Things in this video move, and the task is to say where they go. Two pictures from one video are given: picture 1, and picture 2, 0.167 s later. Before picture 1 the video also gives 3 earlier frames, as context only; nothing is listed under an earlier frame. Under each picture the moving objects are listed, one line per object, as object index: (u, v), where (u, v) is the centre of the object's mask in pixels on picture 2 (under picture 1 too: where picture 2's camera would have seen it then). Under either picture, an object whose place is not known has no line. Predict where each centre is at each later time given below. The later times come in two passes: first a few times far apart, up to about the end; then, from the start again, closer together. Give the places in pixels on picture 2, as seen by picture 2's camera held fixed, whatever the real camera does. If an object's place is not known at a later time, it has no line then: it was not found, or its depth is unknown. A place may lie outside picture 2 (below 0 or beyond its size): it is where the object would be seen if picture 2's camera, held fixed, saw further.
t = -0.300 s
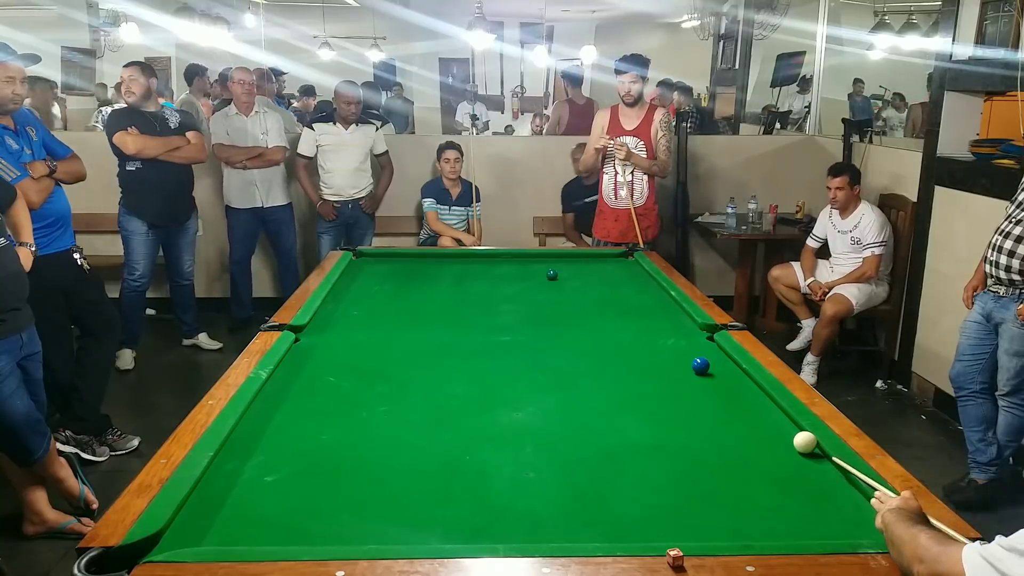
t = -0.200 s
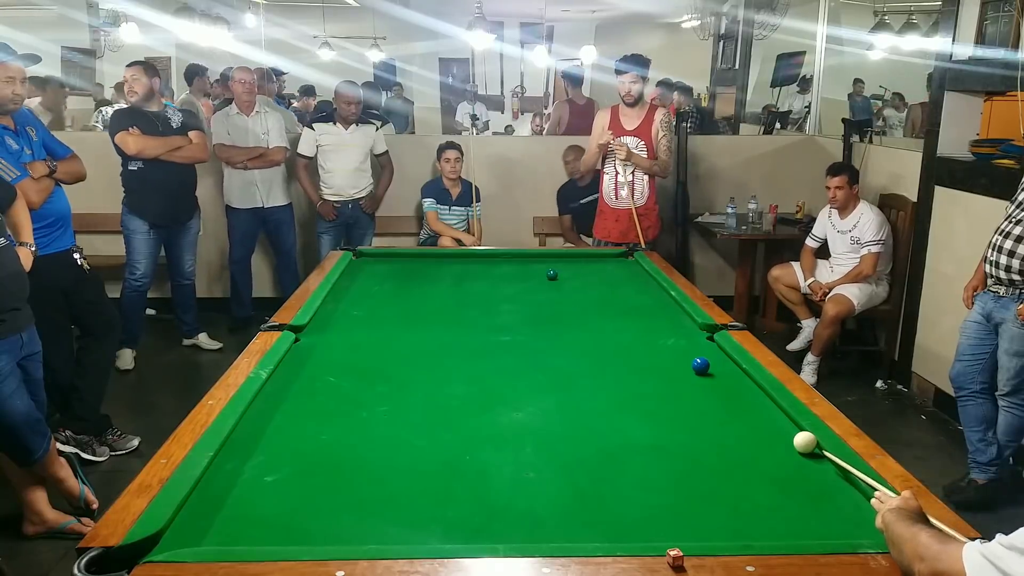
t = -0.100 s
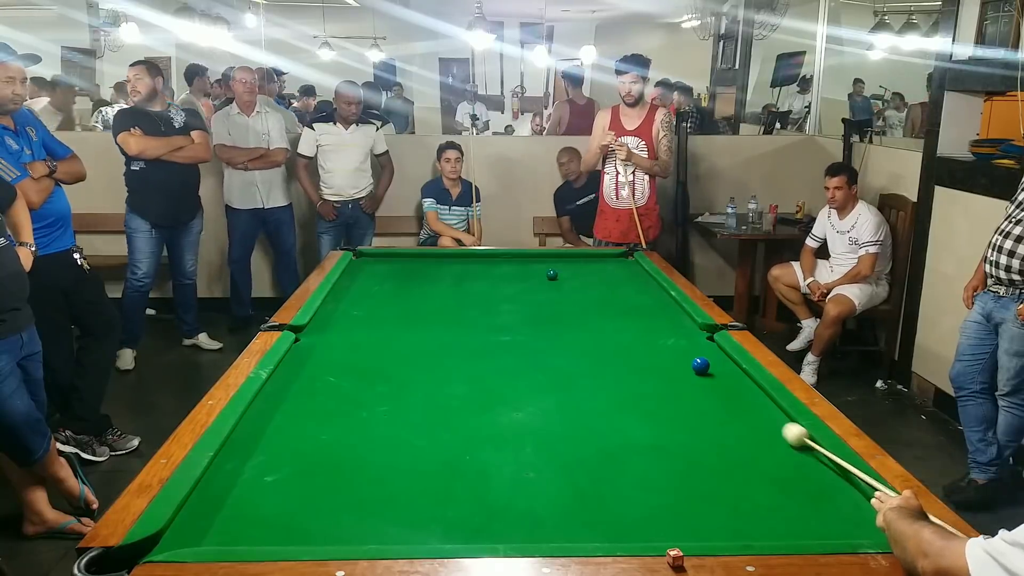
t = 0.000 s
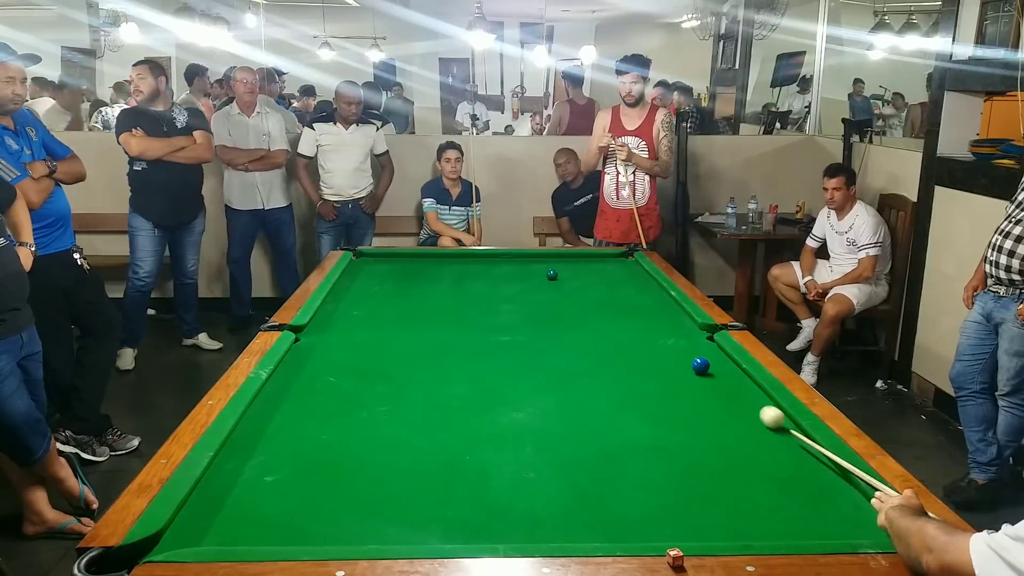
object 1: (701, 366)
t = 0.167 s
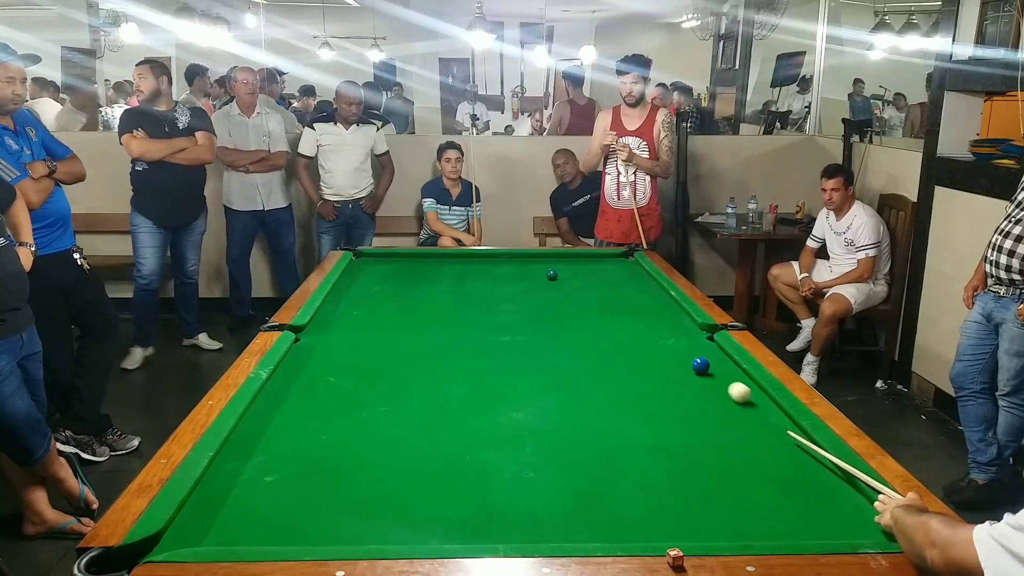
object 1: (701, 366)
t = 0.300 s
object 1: (700, 366)
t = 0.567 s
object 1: (672, 350)
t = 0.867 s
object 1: (644, 335)
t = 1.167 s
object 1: (621, 322)
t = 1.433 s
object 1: (604, 312)
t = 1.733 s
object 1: (587, 304)
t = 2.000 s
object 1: (574, 297)
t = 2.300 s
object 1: (561, 290)
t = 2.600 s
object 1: (550, 285)
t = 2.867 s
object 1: (542, 280)
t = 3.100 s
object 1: (536, 278)
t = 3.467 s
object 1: (528, 274)
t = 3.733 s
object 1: (523, 271)
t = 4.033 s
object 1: (519, 270)
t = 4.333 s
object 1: (516, 268)
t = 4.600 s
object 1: (515, 268)
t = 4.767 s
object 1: (514, 265)
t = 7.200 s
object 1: (514, 267)
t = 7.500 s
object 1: (514, 267)
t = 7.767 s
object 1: (514, 267)
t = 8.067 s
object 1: (514, 267)
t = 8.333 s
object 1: (514, 267)
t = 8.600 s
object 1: (514, 267)
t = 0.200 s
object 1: (701, 366)
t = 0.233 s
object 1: (701, 366)
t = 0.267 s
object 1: (700, 366)
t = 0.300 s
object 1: (700, 366)
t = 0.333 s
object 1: (698, 365)
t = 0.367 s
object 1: (696, 363)
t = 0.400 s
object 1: (691, 361)
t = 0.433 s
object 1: (687, 358)
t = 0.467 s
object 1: (683, 356)
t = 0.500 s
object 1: (679, 354)
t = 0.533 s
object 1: (676, 352)
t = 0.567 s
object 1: (672, 350)
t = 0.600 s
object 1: (669, 348)
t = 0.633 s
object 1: (666, 347)
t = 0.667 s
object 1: (662, 345)
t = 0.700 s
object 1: (659, 343)
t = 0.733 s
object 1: (656, 341)
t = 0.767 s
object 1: (653, 340)
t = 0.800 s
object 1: (650, 338)
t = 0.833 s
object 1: (647, 336)
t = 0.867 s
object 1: (644, 335)
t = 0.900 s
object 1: (642, 333)
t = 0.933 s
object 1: (639, 332)
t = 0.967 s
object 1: (636, 330)
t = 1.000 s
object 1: (634, 329)
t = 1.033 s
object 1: (631, 327)
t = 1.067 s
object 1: (628, 326)
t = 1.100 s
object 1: (626, 325)
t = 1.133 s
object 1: (624, 323)
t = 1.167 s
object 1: (621, 322)
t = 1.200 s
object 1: (619, 321)
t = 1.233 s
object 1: (617, 319)
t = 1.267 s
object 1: (614, 318)
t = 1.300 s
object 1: (612, 317)
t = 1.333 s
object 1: (610, 316)
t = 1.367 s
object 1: (608, 315)
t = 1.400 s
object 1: (606, 314)
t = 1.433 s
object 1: (604, 312)
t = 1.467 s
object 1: (602, 311)
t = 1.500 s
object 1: (600, 310)
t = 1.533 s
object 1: (598, 309)
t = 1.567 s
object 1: (596, 308)
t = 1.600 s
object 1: (594, 308)
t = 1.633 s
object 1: (592, 306)
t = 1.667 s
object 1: (590, 305)
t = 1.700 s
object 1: (588, 305)
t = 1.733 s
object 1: (587, 304)
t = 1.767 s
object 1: (585, 303)
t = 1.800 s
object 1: (583, 302)
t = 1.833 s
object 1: (582, 301)
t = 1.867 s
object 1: (580, 300)
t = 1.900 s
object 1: (578, 299)
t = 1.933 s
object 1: (577, 298)
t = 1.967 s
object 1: (575, 298)
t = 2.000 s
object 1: (574, 297)
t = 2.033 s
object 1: (572, 296)
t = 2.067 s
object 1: (571, 295)
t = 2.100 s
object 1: (569, 294)
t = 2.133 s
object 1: (568, 294)
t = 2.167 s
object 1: (567, 293)
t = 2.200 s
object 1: (565, 292)
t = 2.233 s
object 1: (564, 292)
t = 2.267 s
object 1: (563, 291)
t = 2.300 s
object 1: (561, 290)
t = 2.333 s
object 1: (560, 290)
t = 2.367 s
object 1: (559, 289)
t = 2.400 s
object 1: (557, 288)
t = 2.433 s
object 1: (556, 288)
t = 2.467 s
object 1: (555, 287)
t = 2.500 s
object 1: (554, 286)
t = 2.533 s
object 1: (553, 286)
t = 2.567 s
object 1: (552, 285)
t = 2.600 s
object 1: (550, 285)
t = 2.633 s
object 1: (549, 284)
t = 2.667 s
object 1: (548, 284)
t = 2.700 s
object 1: (547, 283)
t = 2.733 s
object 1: (546, 283)
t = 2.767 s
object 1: (543, 283)
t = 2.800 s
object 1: (542, 282)
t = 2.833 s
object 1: (543, 281)
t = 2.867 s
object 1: (542, 280)
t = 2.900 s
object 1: (541, 280)
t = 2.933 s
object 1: (540, 279)
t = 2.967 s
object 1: (539, 279)
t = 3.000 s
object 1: (538, 279)
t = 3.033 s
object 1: (537, 279)
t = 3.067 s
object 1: (536, 278)
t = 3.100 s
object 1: (536, 278)
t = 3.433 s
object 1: (528, 274)
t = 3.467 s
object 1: (528, 274)
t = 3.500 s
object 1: (527, 273)
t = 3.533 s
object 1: (526, 273)
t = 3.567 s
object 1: (526, 273)
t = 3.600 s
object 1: (525, 272)
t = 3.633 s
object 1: (525, 272)
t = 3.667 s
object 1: (524, 272)
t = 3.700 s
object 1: (524, 272)
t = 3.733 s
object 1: (523, 271)
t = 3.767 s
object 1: (523, 271)
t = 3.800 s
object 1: (522, 271)
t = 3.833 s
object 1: (522, 271)
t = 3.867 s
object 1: (521, 270)
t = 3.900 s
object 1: (521, 270)
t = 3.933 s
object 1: (520, 270)
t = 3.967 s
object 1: (520, 270)
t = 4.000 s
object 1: (519, 270)
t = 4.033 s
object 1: (519, 270)
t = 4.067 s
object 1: (518, 270)
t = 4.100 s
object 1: (518, 269)
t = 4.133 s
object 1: (518, 269)
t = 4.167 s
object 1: (517, 269)
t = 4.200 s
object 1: (517, 269)
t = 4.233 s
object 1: (517, 269)
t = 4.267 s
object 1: (517, 269)
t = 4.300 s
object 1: (516, 269)
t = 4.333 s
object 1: (516, 268)
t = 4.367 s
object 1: (516, 268)
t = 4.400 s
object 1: (516, 268)
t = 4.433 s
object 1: (516, 268)
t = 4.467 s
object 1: (515, 268)
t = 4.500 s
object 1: (515, 268)
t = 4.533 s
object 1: (515, 268)
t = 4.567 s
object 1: (515, 268)
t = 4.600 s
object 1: (515, 268)
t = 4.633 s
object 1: (515, 268)
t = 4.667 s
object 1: (515, 268)
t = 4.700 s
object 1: (515, 267)
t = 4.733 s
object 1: (515, 267)
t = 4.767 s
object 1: (514, 265)
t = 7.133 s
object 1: (514, 267)
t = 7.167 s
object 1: (514, 267)
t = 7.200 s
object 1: (514, 267)
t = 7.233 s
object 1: (514, 267)
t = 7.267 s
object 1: (514, 267)
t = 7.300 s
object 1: (514, 267)
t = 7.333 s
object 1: (514, 267)
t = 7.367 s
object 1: (514, 267)
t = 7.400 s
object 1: (514, 267)
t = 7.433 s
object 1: (514, 267)
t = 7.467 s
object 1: (514, 267)
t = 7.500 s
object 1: (514, 267)
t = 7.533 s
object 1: (514, 267)
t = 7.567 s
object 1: (514, 267)
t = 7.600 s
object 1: (514, 267)
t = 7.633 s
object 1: (514, 267)
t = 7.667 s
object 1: (514, 267)
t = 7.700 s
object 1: (514, 267)
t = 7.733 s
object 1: (514, 267)
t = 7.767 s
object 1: (514, 267)
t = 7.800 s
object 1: (514, 267)
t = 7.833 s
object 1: (514, 267)
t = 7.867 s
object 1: (514, 267)
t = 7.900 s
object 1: (514, 267)
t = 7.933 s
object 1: (514, 267)
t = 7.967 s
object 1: (514, 267)
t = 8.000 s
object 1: (514, 267)
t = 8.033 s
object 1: (514, 267)
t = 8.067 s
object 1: (514, 267)
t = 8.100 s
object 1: (514, 267)
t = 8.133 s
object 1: (514, 267)
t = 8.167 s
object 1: (514, 267)
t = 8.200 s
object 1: (514, 267)
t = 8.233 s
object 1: (514, 267)
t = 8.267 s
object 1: (514, 267)
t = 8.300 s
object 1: (514, 267)
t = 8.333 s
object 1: (514, 267)
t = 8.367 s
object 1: (514, 267)
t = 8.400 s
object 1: (514, 267)
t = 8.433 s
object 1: (514, 267)
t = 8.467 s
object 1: (514, 267)
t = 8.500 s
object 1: (514, 267)
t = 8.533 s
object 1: (514, 267)
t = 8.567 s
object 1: (514, 267)
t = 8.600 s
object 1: (514, 267)
